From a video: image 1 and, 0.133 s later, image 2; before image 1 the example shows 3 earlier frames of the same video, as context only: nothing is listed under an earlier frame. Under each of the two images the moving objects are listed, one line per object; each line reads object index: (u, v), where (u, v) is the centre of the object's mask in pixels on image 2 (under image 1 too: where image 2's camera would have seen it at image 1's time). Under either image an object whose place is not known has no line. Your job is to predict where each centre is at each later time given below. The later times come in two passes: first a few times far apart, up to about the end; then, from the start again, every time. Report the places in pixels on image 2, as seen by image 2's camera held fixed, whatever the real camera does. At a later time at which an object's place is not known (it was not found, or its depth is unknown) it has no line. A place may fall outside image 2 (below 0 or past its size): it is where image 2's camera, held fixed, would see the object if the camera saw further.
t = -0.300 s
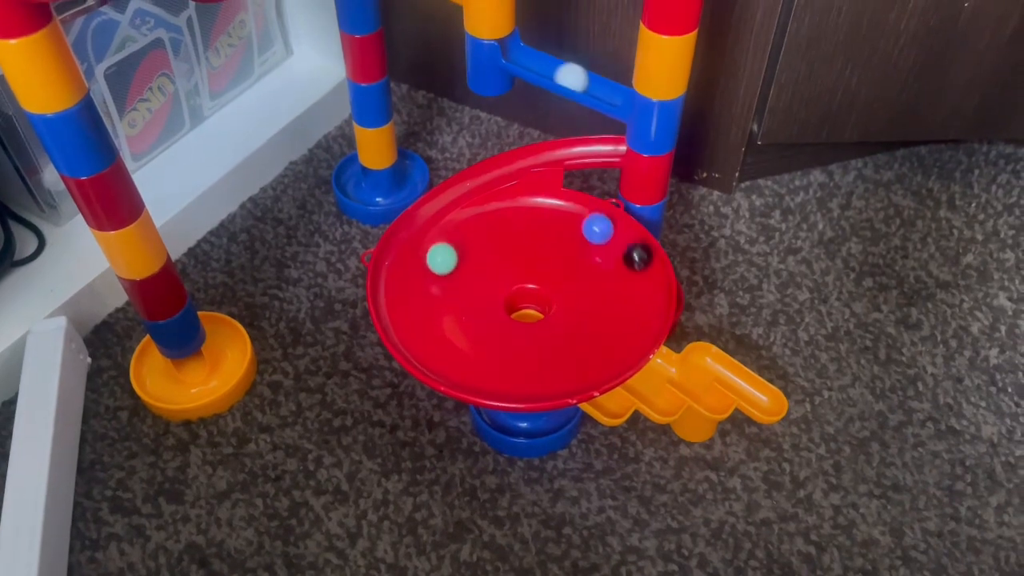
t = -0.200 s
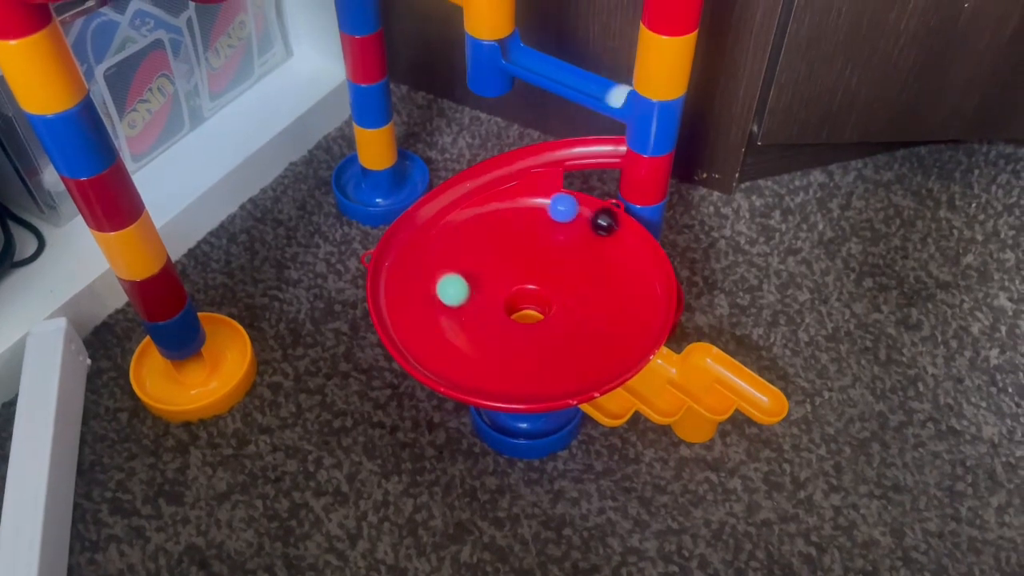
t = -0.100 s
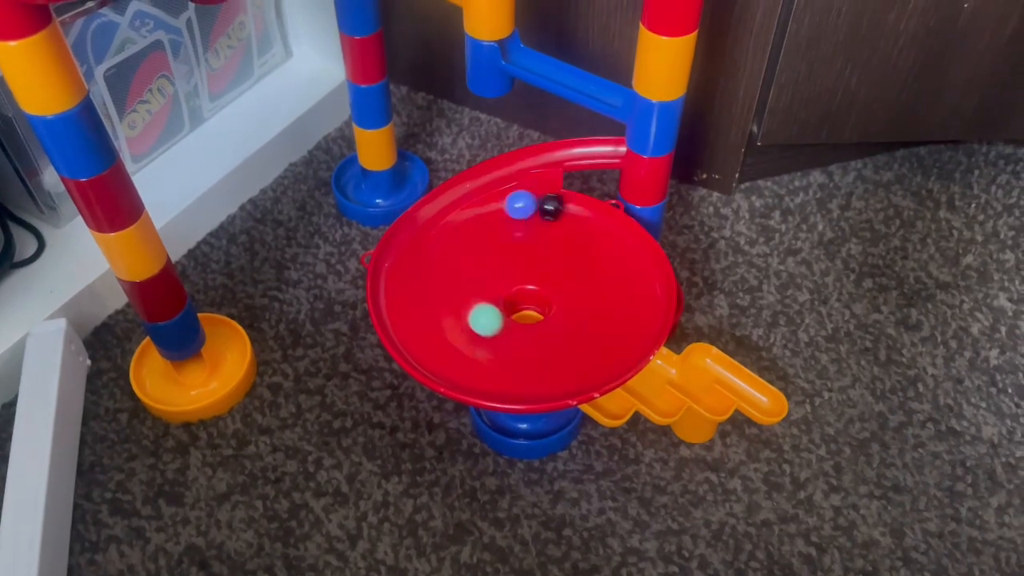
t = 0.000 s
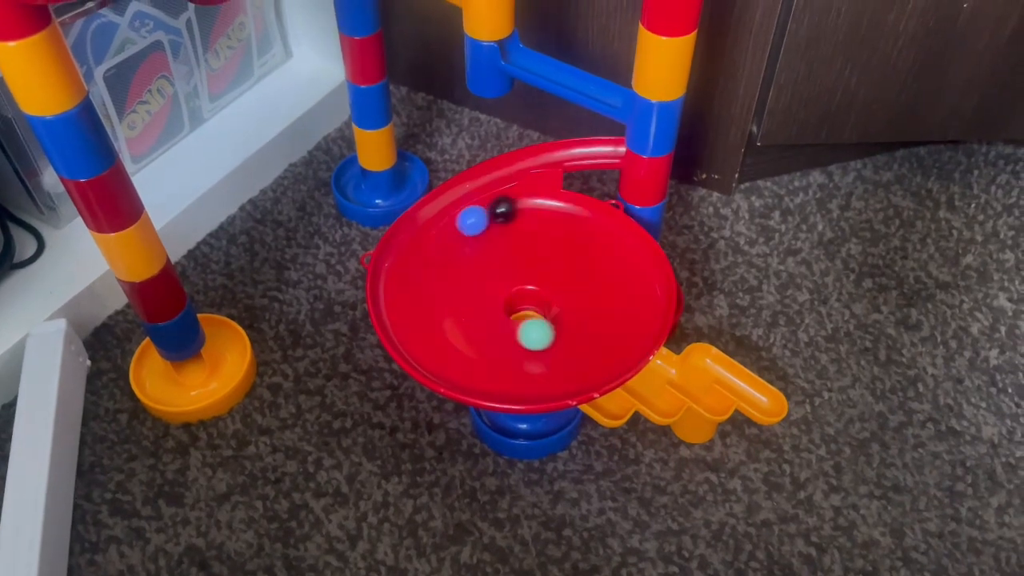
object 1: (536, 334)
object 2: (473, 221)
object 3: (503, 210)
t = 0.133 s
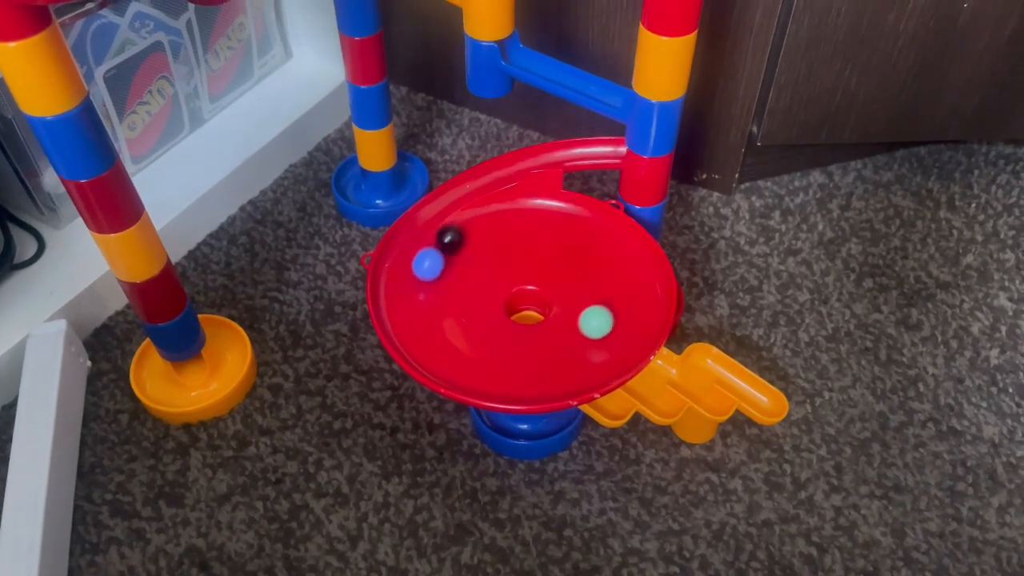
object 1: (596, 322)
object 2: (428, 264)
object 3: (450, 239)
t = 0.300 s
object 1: (618, 285)
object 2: (423, 329)
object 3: (420, 298)
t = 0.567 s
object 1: (541, 246)
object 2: (530, 372)
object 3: (486, 371)
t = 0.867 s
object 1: (438, 284)
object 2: (617, 280)
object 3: (606, 321)
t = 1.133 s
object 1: (485, 328)
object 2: (553, 207)
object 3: (587, 227)
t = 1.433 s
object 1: (593, 270)
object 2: (451, 261)
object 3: (484, 225)
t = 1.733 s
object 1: (543, 239)
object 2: (482, 356)
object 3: (453, 328)
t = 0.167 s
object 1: (605, 315)
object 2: (422, 277)
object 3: (439, 250)
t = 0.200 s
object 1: (612, 308)
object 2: (418, 290)
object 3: (432, 261)
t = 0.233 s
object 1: (616, 300)
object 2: (417, 304)
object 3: (426, 273)
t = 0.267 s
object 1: (618, 293)
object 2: (419, 317)
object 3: (422, 286)
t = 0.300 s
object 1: (618, 285)
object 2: (423, 329)
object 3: (420, 298)
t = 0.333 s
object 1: (615, 278)
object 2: (430, 341)
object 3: (420, 311)
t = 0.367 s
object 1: (609, 271)
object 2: (440, 351)
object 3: (423, 323)
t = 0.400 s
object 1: (602, 264)
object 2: (452, 359)
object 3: (429, 334)
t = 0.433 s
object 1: (593, 258)
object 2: (466, 366)
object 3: (437, 344)
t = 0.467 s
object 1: (582, 254)
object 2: (481, 371)
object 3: (447, 353)
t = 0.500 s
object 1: (570, 250)
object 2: (497, 373)
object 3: (459, 361)
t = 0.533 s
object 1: (556, 248)
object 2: (514, 374)
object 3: (471, 366)
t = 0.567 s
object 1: (541, 246)
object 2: (530, 372)
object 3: (486, 371)
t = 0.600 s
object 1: (526, 246)
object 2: (547, 369)
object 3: (501, 373)
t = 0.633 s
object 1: (510, 248)
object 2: (563, 362)
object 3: (517, 372)
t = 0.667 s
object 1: (495, 250)
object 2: (577, 354)
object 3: (532, 371)
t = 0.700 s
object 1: (482, 254)
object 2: (590, 345)
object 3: (547, 367)
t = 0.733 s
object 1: (469, 259)
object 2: (601, 333)
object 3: (563, 361)
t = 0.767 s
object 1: (459, 265)
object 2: (609, 321)
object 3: (576, 354)
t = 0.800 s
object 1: (450, 271)
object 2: (614, 307)
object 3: (588, 344)
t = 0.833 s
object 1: (443, 277)
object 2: (617, 293)
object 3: (598, 333)
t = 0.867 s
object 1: (438, 284)
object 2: (617, 280)
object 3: (606, 321)
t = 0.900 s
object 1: (436, 291)
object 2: (614, 267)
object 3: (611, 308)
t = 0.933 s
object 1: (436, 298)
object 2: (610, 255)
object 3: (614, 295)
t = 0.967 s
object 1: (439, 305)
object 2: (604, 243)
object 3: (614, 282)
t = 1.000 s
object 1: (444, 311)
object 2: (596, 233)
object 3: (612, 269)
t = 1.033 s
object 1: (450, 316)
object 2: (588, 224)
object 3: (608, 257)
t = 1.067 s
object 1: (460, 321)
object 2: (577, 216)
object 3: (603, 245)
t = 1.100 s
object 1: (471, 325)
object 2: (566, 211)
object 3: (595, 235)
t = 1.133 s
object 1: (485, 328)
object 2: (553, 207)
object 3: (587, 227)
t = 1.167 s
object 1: (500, 328)
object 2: (540, 205)
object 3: (577, 219)
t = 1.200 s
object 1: (516, 327)
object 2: (527, 206)
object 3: (567, 213)
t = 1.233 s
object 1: (533, 323)
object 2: (514, 209)
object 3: (556, 209)
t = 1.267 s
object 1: (549, 316)
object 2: (501, 214)
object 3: (544, 206)
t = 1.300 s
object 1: (562, 308)
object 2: (489, 221)
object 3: (531, 206)
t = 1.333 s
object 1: (574, 299)
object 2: (478, 229)
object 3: (519, 208)
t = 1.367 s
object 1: (583, 289)
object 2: (467, 238)
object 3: (507, 212)
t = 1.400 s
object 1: (589, 279)
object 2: (458, 249)
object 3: (495, 217)
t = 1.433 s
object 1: (593, 270)
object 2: (451, 261)
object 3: (484, 225)
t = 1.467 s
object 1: (594, 262)
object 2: (445, 274)
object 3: (474, 233)
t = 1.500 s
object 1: (593, 255)
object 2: (442, 286)
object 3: (464, 243)
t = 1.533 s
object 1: (591, 249)
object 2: (442, 299)
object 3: (457, 255)
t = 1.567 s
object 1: (586, 244)
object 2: (443, 311)
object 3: (450, 267)
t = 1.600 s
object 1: (580, 240)
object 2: (447, 322)
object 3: (446, 279)
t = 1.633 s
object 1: (573, 238)
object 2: (453, 333)
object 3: (445, 291)
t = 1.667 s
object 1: (564, 237)
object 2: (461, 342)
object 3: (445, 304)
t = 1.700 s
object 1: (554, 237)
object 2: (471, 350)
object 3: (448, 317)
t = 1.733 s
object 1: (543, 239)
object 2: (482, 356)
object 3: (453, 328)
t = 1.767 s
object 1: (532, 242)
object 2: (493, 360)
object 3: (460, 338)
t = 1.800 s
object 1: (520, 247)
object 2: (506, 363)
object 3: (469, 347)
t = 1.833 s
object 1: (508, 253)
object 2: (520, 363)
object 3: (480, 354)
